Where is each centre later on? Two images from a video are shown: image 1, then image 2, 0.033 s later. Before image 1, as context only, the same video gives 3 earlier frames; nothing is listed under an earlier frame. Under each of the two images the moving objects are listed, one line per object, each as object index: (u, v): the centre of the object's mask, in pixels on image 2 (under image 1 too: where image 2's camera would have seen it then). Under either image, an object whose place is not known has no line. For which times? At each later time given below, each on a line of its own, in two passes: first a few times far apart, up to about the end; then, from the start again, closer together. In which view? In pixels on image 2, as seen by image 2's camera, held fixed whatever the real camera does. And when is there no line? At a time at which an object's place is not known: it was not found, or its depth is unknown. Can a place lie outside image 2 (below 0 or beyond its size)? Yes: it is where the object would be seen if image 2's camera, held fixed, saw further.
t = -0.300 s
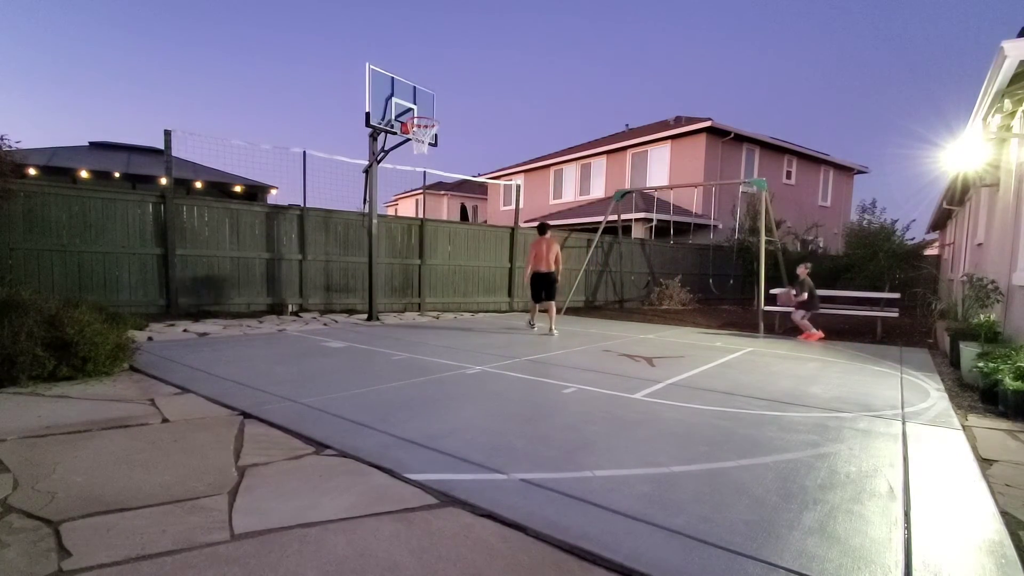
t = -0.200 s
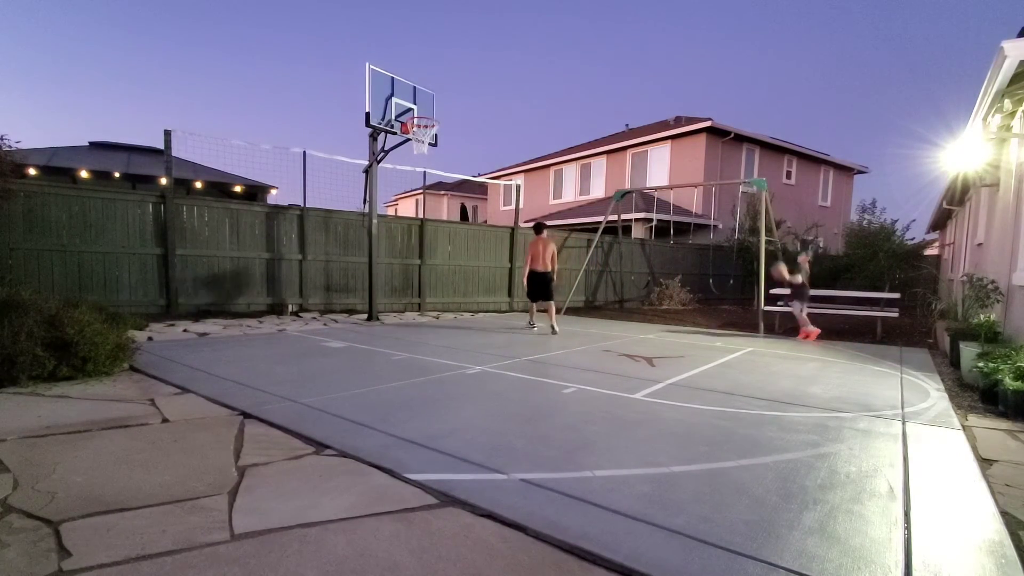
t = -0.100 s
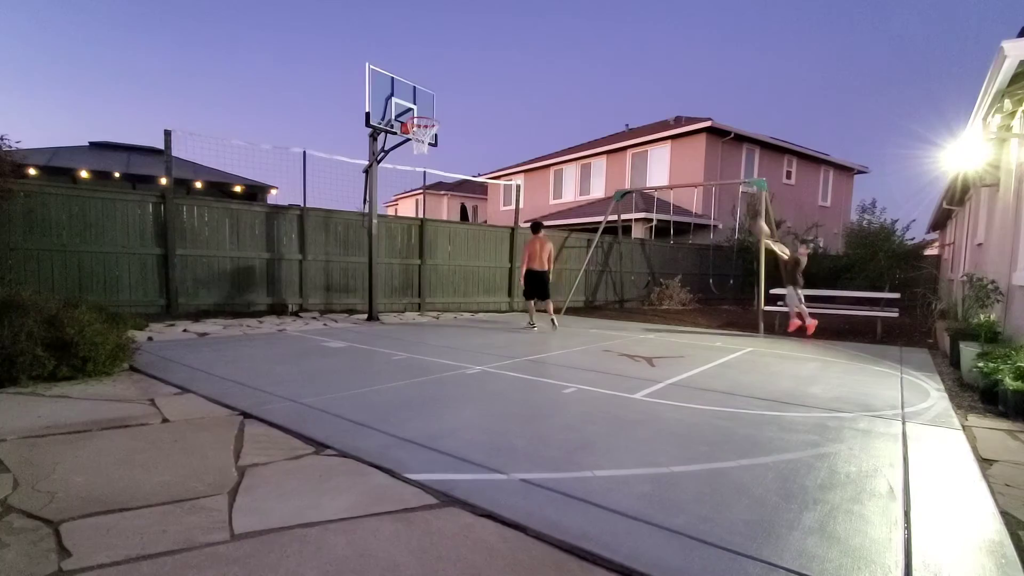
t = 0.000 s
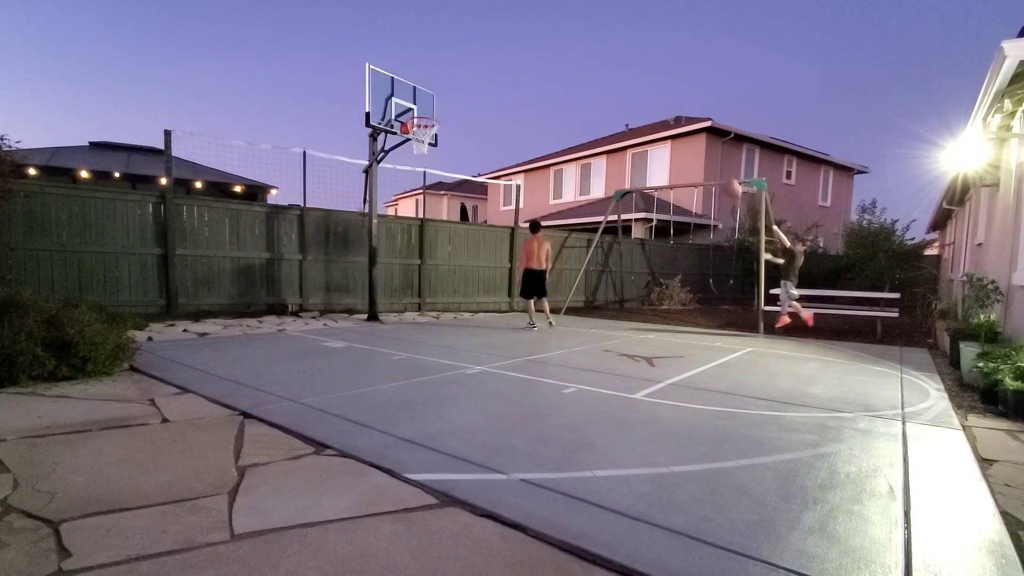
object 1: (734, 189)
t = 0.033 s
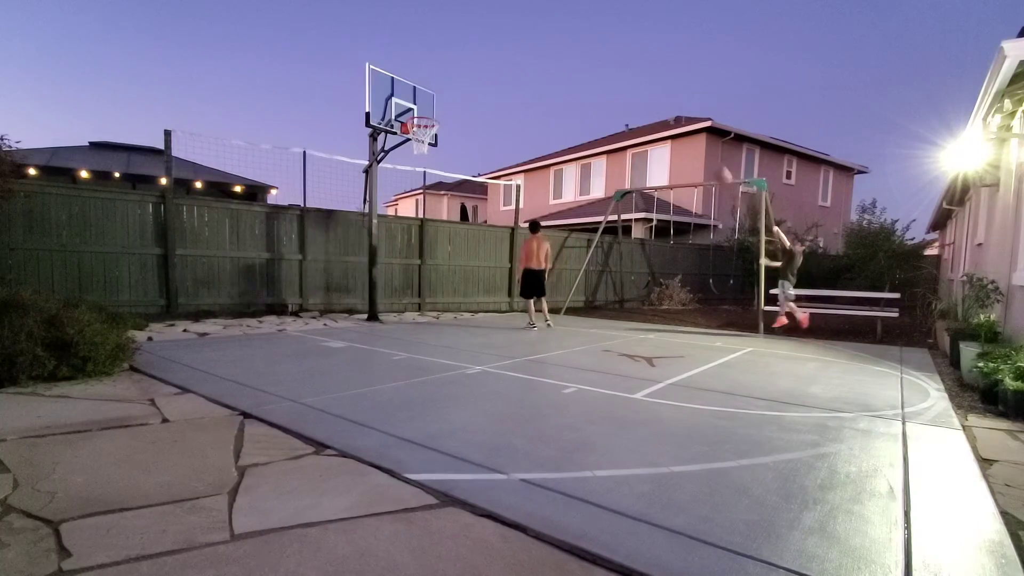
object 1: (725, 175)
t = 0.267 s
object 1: (652, 105)
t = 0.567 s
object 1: (558, 69)
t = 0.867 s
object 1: (464, 94)
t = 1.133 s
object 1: (412, 107)
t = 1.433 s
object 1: (421, 102)
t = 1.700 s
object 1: (432, 111)
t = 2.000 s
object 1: (424, 124)
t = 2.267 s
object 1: (412, 151)
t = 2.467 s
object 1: (410, 191)
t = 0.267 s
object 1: (652, 105)
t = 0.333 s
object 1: (631, 92)
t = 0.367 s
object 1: (621, 86)
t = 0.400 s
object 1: (610, 82)
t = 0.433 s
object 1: (600, 78)
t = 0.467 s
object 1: (589, 74)
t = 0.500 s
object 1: (579, 71)
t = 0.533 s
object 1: (568, 69)
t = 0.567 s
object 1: (558, 69)
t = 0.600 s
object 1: (548, 69)
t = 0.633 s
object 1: (538, 69)
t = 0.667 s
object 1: (527, 70)
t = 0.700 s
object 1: (516, 72)
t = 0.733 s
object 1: (506, 75)
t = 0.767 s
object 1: (496, 79)
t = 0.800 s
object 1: (485, 83)
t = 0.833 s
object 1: (474, 88)
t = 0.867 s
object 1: (464, 94)
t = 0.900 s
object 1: (453, 101)
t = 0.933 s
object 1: (443, 108)
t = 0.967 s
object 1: (433, 113)
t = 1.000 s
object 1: (427, 113)
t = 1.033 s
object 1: (420, 113)
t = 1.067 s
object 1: (413, 113)
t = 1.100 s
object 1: (412, 110)
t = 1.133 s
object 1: (412, 107)
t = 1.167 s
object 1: (411, 104)
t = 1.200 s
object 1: (411, 102)
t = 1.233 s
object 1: (410, 102)
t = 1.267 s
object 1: (410, 101)
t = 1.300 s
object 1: (410, 101)
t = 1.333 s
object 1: (413, 100)
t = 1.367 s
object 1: (416, 100)
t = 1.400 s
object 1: (418, 101)
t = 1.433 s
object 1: (421, 102)
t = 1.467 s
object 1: (423, 104)
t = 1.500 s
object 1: (426, 108)
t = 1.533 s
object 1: (429, 111)
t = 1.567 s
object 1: (431, 116)
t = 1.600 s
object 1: (432, 115)
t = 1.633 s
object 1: (432, 113)
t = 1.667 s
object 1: (432, 111)
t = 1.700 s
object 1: (432, 111)
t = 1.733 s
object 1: (432, 111)
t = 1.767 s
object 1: (432, 111)
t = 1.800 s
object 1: (432, 112)
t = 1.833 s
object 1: (432, 114)
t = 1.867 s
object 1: (432, 117)
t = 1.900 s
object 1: (430, 118)
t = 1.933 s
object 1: (428, 118)
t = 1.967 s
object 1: (426, 121)
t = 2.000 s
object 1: (424, 124)
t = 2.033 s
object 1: (423, 126)
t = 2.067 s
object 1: (420, 128)
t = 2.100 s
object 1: (416, 132)
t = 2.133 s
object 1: (415, 135)
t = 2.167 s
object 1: (415, 140)
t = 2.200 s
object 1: (414, 142)
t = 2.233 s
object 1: (413, 145)
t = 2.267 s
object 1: (412, 151)
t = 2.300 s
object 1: (412, 155)
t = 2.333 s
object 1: (412, 161)
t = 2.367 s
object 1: (411, 167)
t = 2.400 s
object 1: (411, 175)
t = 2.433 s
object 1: (410, 183)
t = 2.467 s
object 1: (410, 191)
